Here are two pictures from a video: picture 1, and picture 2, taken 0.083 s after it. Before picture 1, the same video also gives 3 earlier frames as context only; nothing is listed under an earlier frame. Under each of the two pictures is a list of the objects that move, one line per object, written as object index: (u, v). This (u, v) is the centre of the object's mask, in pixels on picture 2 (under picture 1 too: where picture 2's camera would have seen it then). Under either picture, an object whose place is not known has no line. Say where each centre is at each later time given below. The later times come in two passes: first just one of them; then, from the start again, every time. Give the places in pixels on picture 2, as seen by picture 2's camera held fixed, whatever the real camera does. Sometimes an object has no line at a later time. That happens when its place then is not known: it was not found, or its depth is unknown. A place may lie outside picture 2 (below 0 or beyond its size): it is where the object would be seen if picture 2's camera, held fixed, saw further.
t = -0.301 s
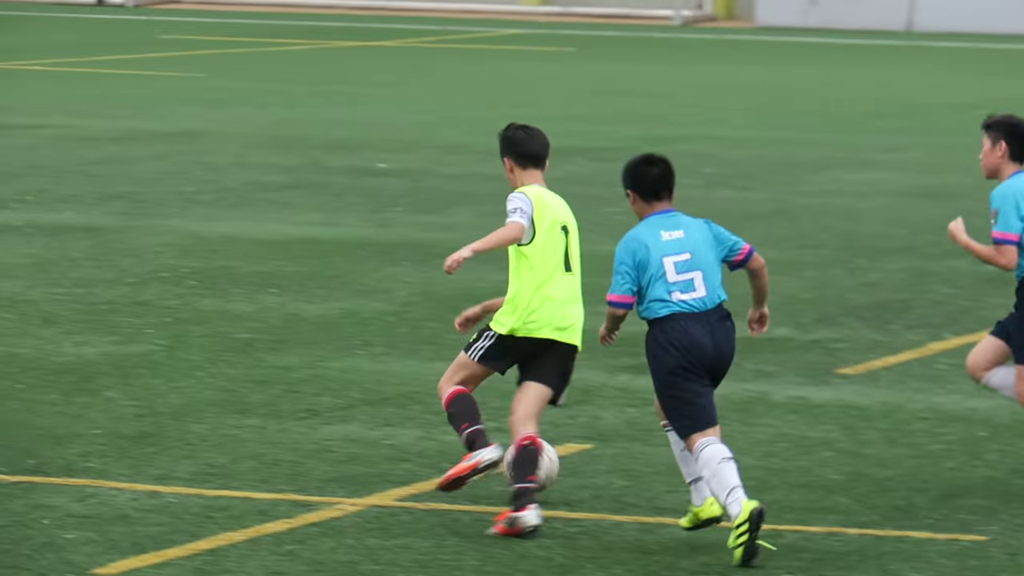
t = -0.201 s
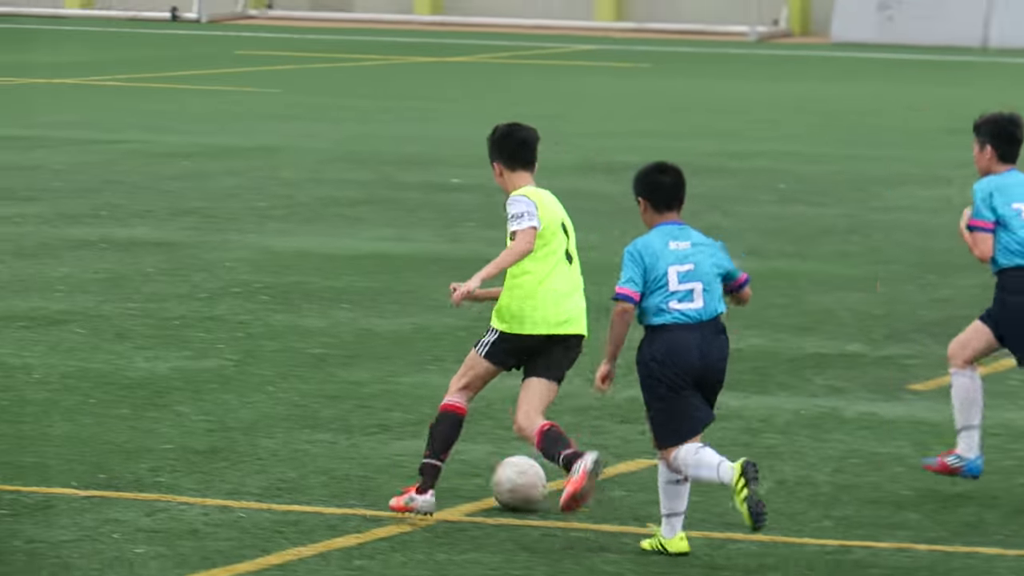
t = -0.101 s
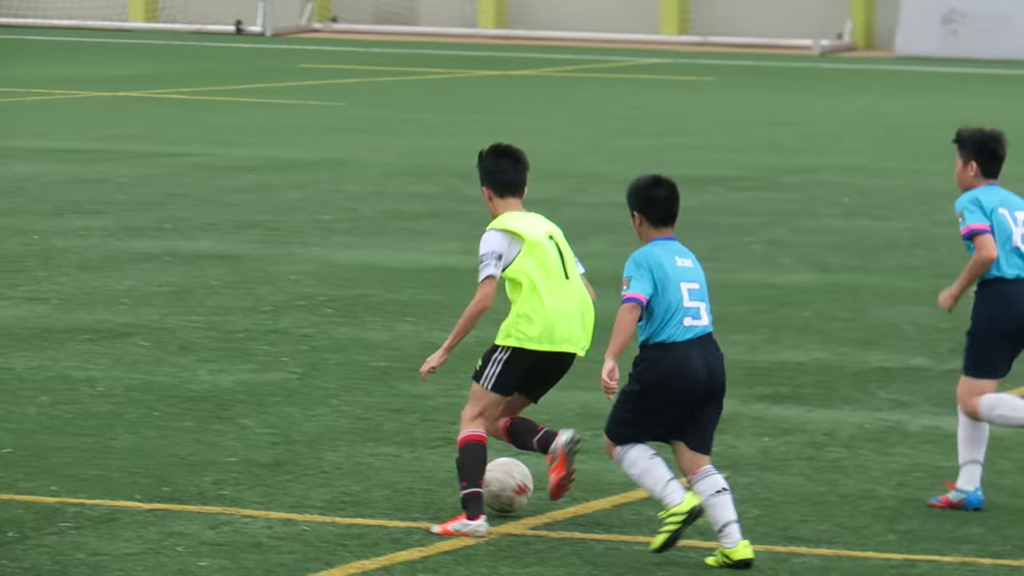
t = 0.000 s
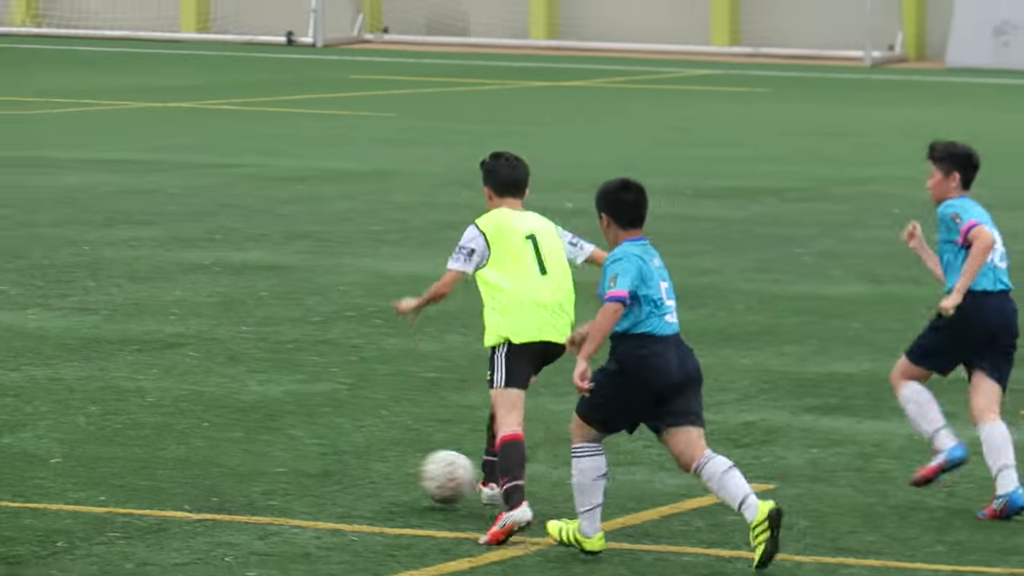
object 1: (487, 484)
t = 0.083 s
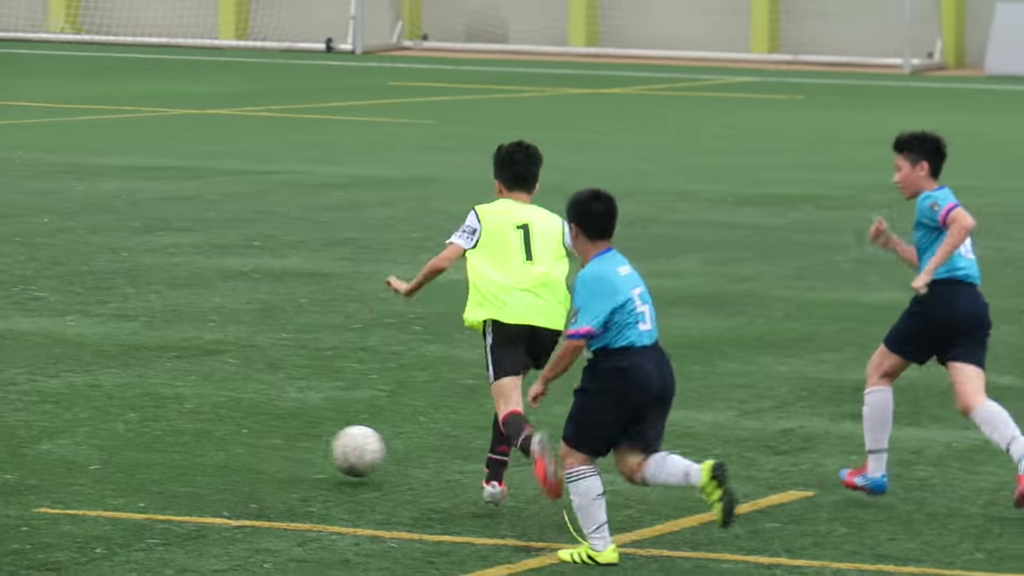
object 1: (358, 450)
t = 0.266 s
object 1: (117, 402)
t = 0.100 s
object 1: (333, 446)
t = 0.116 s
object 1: (309, 441)
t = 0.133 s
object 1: (286, 438)
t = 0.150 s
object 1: (263, 435)
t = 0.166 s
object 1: (240, 433)
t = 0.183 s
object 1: (218, 429)
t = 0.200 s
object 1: (197, 423)
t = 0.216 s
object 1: (177, 417)
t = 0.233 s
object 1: (157, 412)
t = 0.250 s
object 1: (137, 407)
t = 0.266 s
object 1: (117, 402)
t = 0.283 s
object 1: (98, 398)
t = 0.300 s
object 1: (79, 395)
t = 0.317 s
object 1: (61, 392)
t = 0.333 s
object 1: (42, 390)
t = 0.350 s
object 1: (23, 387)
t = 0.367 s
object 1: (6, 383)
